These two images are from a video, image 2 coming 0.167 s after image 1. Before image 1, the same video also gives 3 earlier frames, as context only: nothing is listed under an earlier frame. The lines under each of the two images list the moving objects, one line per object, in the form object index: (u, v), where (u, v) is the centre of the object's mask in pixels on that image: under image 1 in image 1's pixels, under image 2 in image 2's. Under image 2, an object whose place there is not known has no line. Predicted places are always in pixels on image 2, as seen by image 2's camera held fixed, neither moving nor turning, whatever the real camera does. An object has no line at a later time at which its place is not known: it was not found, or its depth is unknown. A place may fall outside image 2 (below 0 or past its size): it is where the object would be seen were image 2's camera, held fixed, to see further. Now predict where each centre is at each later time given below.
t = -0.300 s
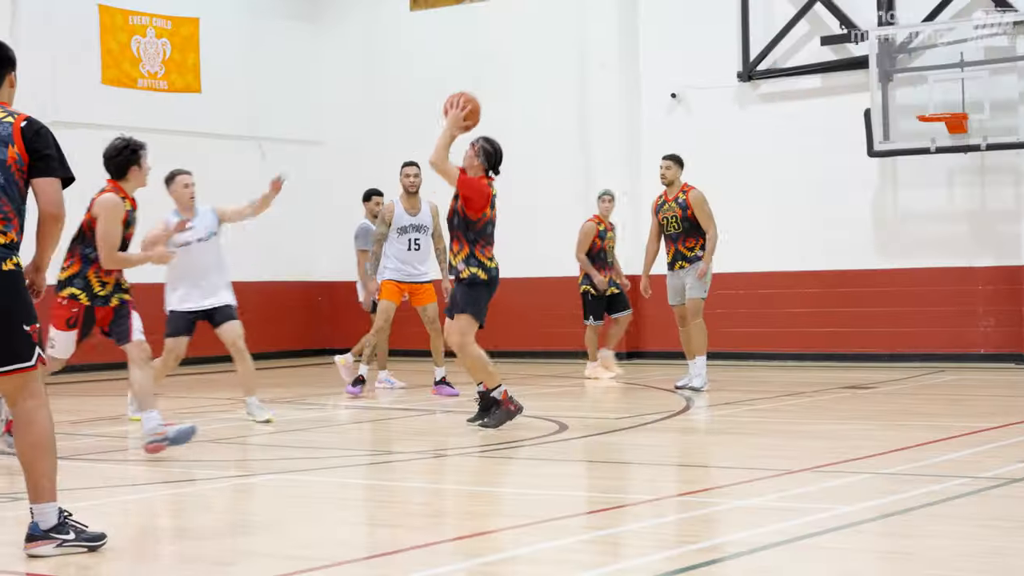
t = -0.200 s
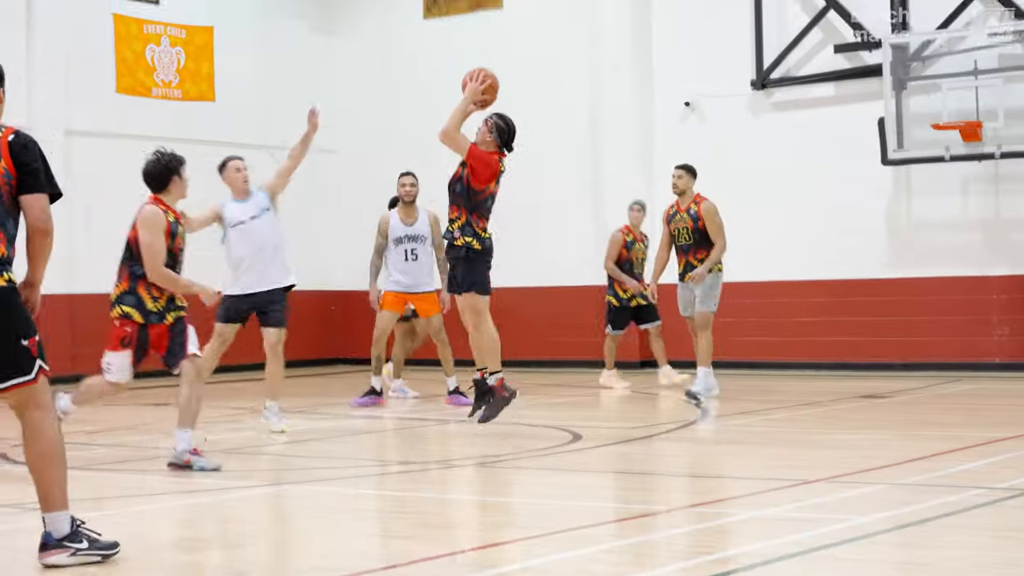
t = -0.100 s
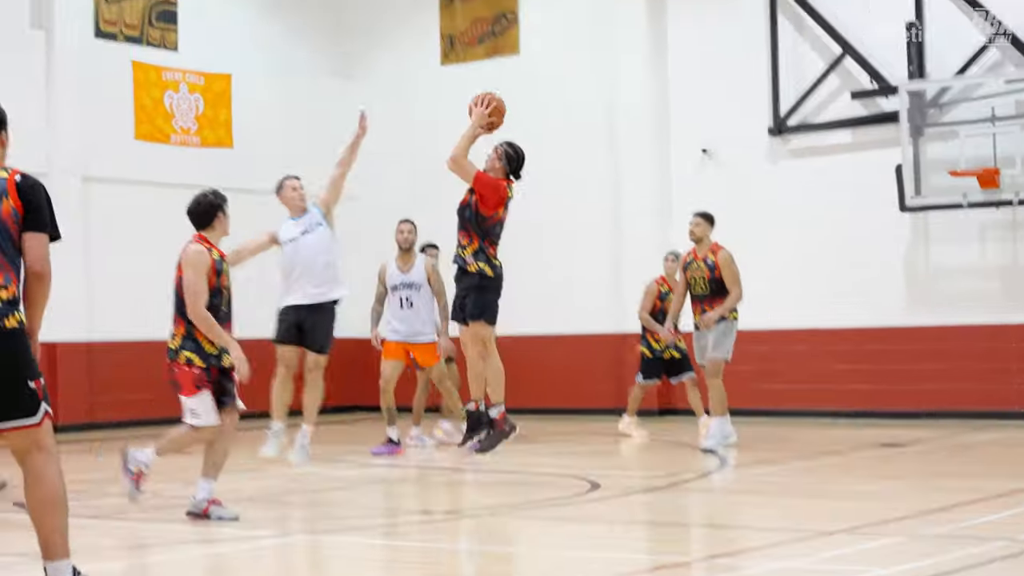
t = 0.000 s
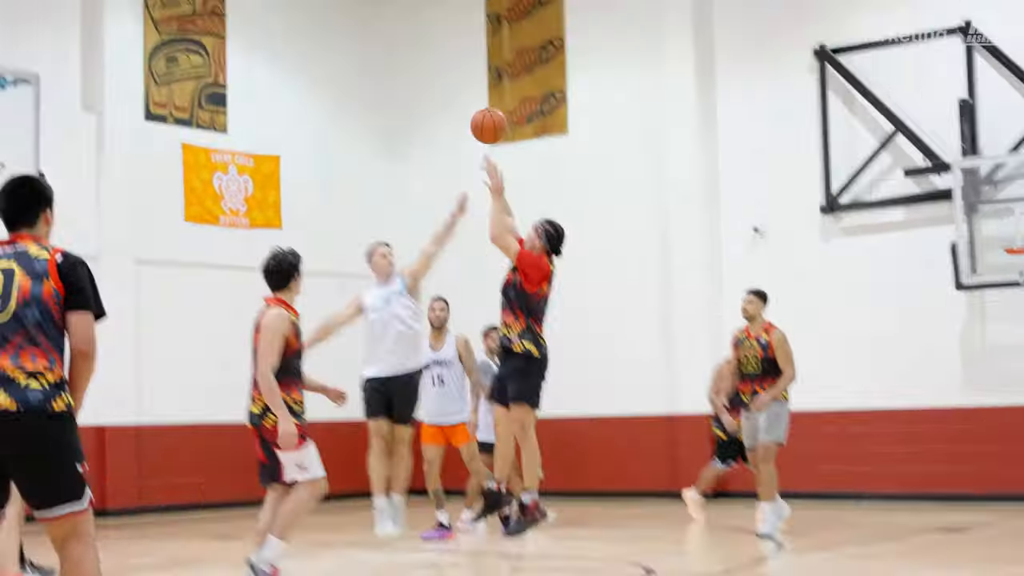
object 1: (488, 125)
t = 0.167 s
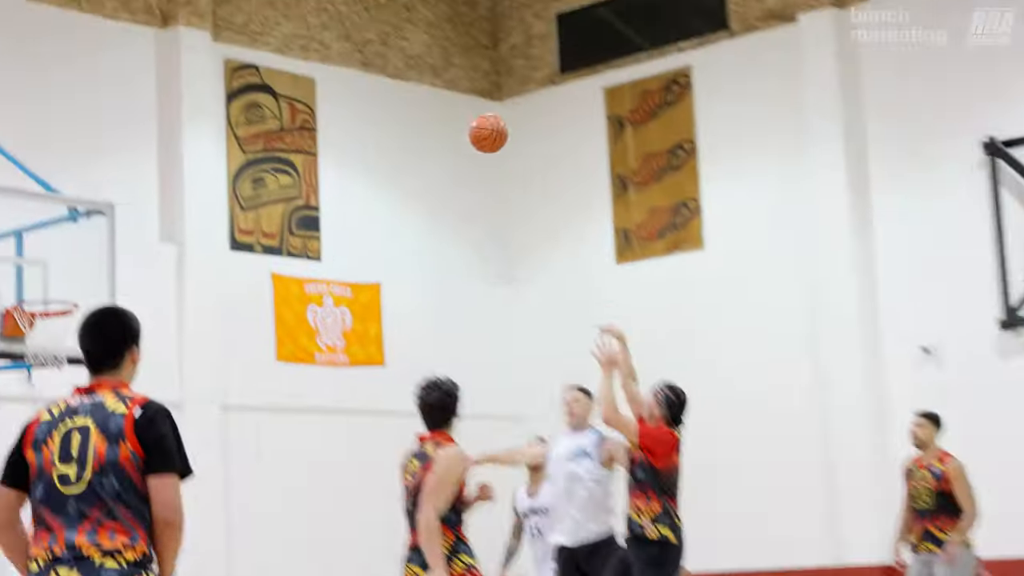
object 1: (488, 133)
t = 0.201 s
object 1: (465, 119)
